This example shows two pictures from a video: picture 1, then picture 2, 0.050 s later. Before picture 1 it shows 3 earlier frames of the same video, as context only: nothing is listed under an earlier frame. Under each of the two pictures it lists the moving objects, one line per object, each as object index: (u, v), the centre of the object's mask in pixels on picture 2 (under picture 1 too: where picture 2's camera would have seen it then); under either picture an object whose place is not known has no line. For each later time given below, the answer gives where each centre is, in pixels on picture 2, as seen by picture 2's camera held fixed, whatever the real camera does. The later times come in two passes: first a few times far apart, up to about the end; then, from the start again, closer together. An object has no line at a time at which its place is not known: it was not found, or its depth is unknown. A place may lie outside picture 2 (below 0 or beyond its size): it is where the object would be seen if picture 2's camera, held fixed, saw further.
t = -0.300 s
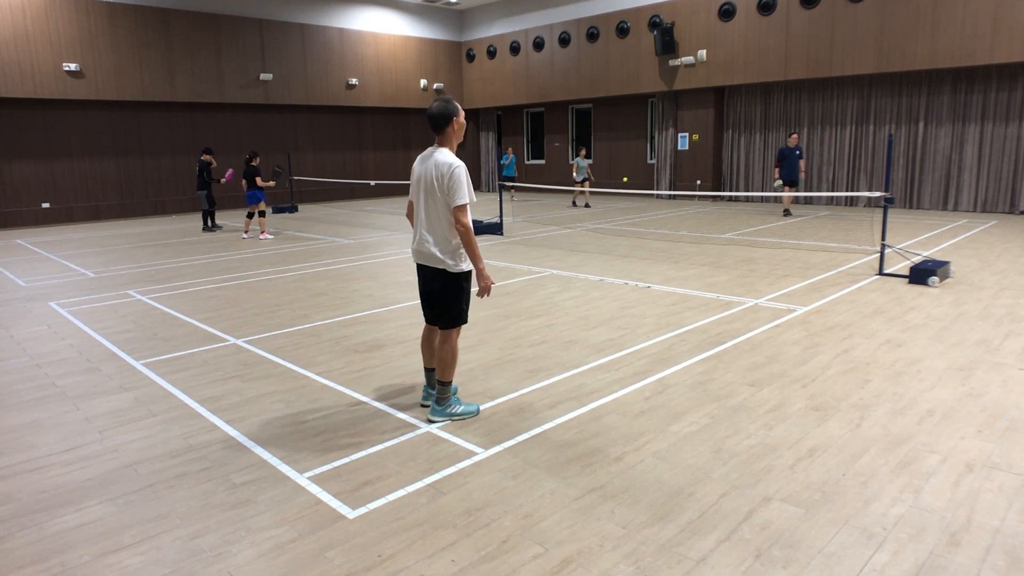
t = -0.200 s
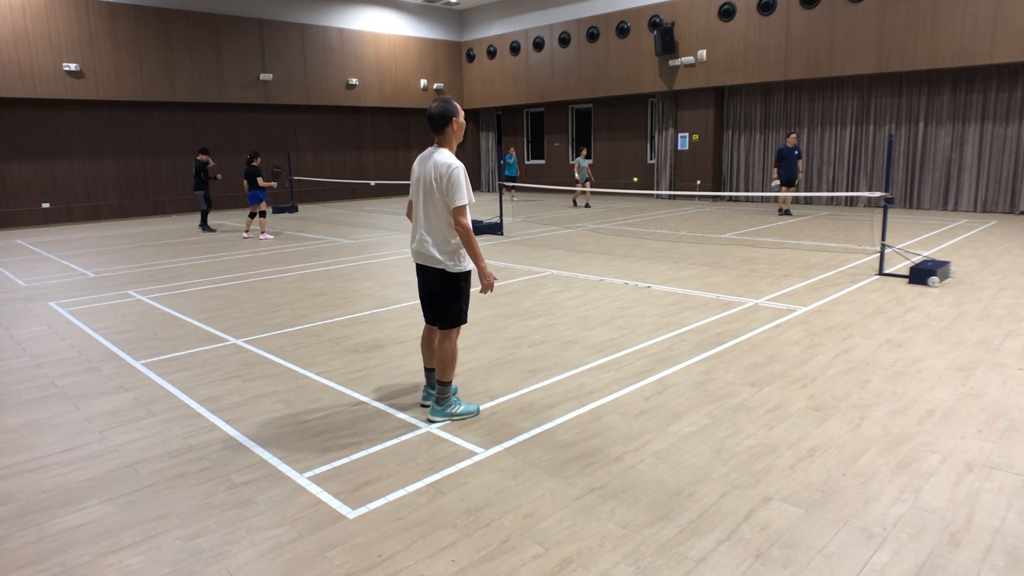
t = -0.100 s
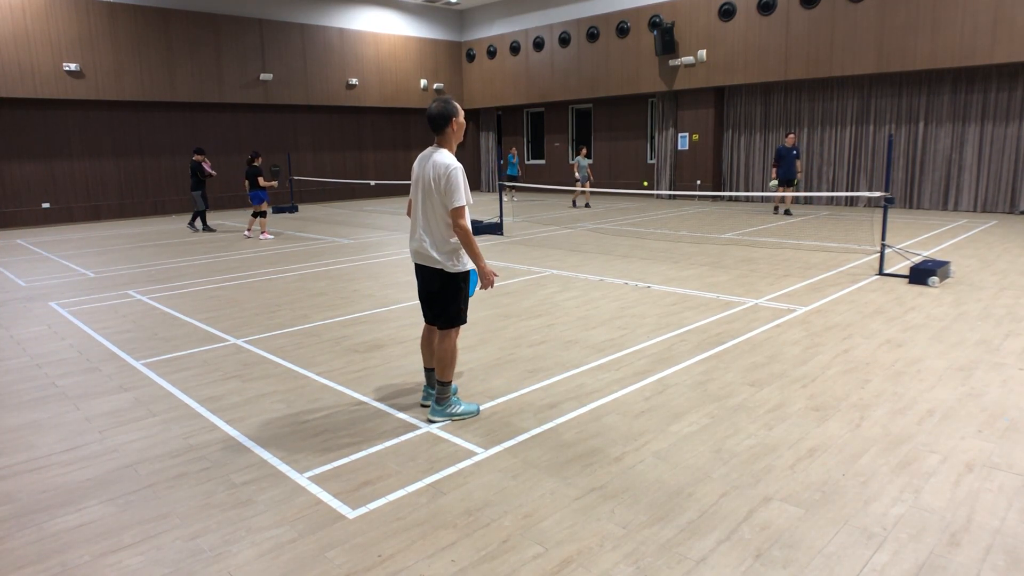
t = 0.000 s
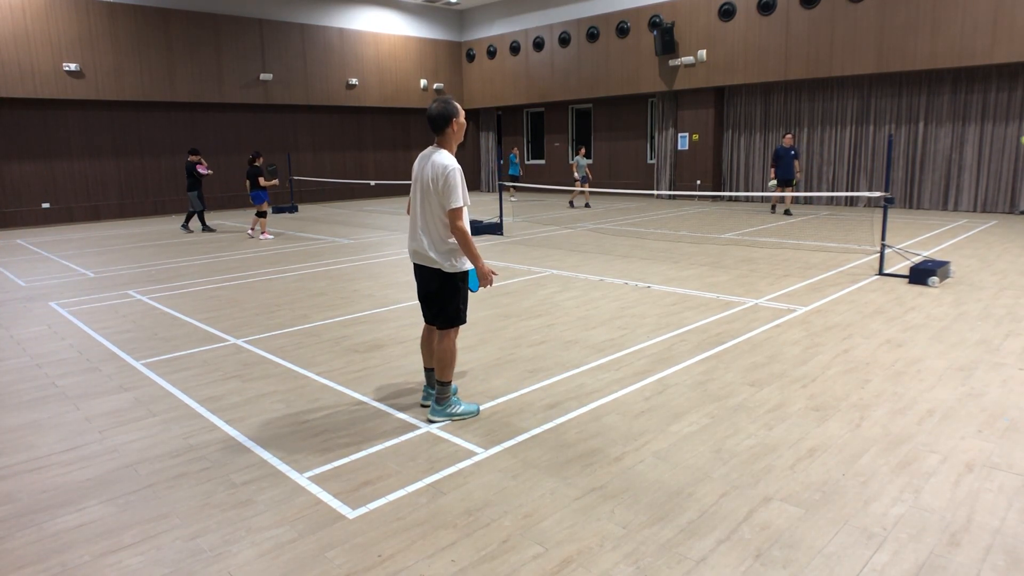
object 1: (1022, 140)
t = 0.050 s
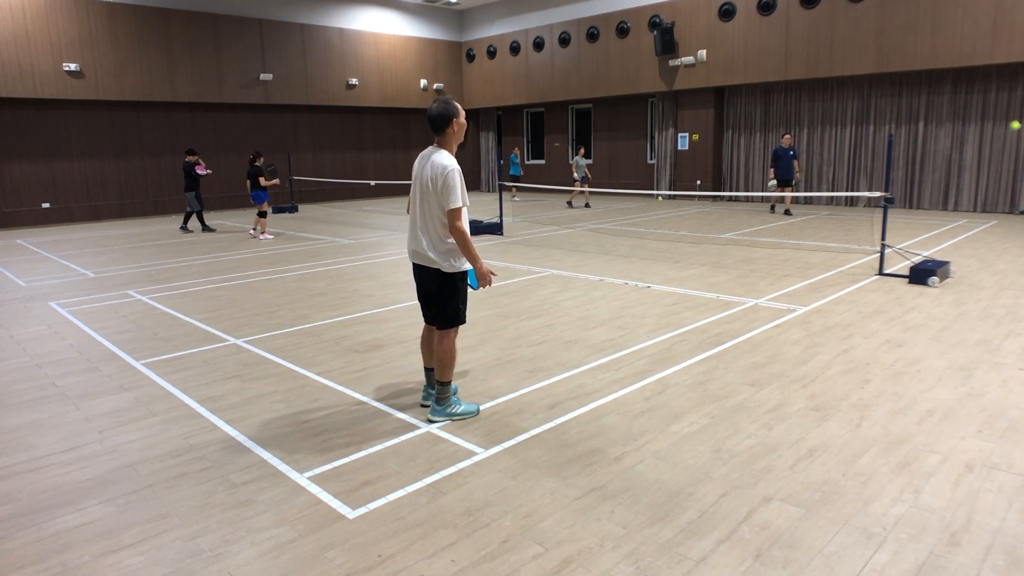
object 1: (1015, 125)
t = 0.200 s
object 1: (977, 90)
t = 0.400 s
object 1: (917, 66)
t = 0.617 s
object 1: (836, 84)
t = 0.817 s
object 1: (742, 156)
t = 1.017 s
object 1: (630, 294)
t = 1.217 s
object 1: (534, 300)
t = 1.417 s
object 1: (433, 255)
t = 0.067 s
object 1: (1011, 121)
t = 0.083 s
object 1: (1007, 116)
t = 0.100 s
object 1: (1003, 112)
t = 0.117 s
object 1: (999, 108)
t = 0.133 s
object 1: (995, 104)
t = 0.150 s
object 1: (991, 100)
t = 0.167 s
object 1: (986, 96)
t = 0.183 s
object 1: (982, 93)
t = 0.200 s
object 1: (977, 90)
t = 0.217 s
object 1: (973, 87)
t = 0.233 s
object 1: (968, 84)
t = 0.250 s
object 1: (963, 81)
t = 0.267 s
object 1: (959, 78)
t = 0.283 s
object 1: (954, 76)
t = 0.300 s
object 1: (949, 74)
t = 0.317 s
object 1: (944, 72)
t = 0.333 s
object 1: (939, 71)
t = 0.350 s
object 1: (933, 69)
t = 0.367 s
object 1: (928, 68)
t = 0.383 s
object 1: (923, 67)
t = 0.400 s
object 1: (917, 66)
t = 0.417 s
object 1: (911, 66)
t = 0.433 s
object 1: (906, 66)
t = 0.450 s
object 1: (900, 66)
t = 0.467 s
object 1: (894, 66)
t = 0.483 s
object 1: (888, 67)
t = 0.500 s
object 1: (882, 68)
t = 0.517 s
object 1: (876, 69)
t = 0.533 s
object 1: (869, 71)
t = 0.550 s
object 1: (862, 73)
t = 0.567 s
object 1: (856, 75)
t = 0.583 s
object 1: (849, 78)
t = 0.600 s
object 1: (843, 81)
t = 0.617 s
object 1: (836, 84)
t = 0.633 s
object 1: (828, 88)
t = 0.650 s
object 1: (821, 92)
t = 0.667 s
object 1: (814, 96)
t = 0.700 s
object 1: (799, 107)
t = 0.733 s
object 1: (783, 118)
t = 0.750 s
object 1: (775, 125)
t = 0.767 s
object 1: (767, 132)
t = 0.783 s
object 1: (759, 139)
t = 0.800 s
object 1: (750, 147)
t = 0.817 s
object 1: (742, 156)
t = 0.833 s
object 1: (733, 165)
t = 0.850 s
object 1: (724, 174)
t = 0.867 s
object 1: (715, 184)
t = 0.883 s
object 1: (706, 194)
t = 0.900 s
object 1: (697, 205)
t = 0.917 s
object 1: (688, 216)
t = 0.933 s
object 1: (678, 228)
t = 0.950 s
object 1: (669, 240)
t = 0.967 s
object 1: (659, 253)
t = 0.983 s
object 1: (650, 266)
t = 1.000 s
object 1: (641, 279)
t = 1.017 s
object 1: (630, 294)
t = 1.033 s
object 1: (620, 308)
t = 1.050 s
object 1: (611, 324)
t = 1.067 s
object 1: (600, 341)
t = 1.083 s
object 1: (590, 354)
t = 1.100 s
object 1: (583, 348)
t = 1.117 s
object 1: (577, 340)
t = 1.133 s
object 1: (570, 333)
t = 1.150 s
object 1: (563, 326)
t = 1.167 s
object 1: (556, 319)
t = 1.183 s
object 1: (548, 312)
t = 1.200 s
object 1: (541, 306)
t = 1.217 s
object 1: (534, 300)
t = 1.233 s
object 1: (526, 294)
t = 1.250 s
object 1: (518, 288)
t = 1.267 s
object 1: (511, 284)
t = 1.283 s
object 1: (503, 279)
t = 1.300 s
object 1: (494, 275)
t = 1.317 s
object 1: (486, 270)
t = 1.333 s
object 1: (477, 267)
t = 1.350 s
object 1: (469, 264)
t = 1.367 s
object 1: (460, 261)
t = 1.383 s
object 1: (451, 259)
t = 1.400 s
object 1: (442, 257)
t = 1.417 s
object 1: (433, 255)
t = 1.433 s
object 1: (423, 254)
